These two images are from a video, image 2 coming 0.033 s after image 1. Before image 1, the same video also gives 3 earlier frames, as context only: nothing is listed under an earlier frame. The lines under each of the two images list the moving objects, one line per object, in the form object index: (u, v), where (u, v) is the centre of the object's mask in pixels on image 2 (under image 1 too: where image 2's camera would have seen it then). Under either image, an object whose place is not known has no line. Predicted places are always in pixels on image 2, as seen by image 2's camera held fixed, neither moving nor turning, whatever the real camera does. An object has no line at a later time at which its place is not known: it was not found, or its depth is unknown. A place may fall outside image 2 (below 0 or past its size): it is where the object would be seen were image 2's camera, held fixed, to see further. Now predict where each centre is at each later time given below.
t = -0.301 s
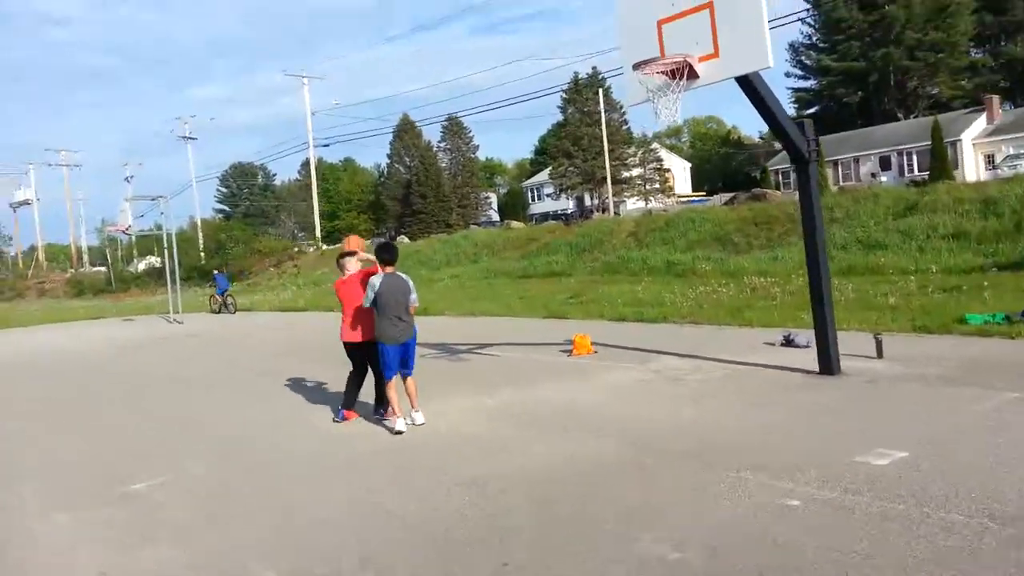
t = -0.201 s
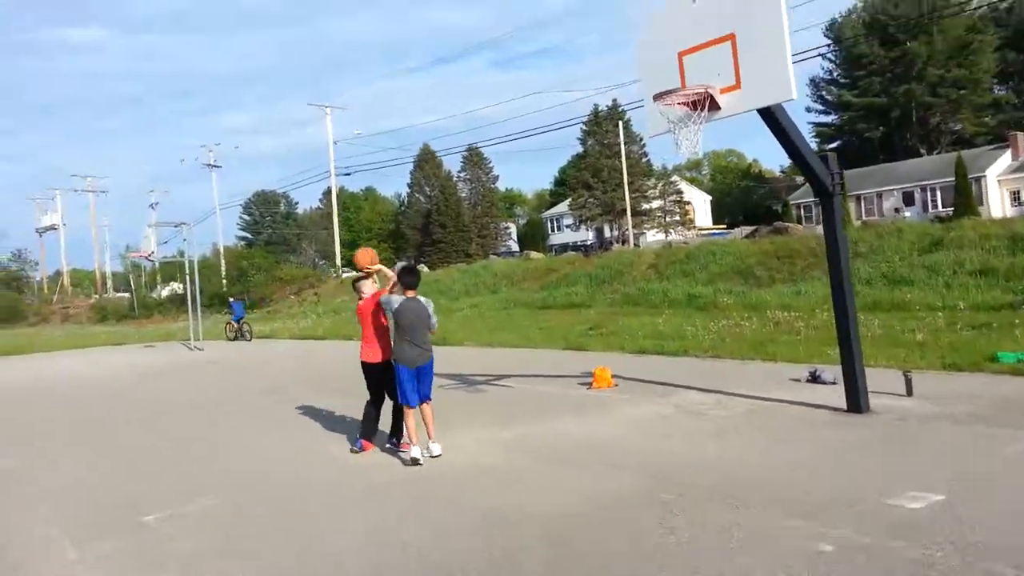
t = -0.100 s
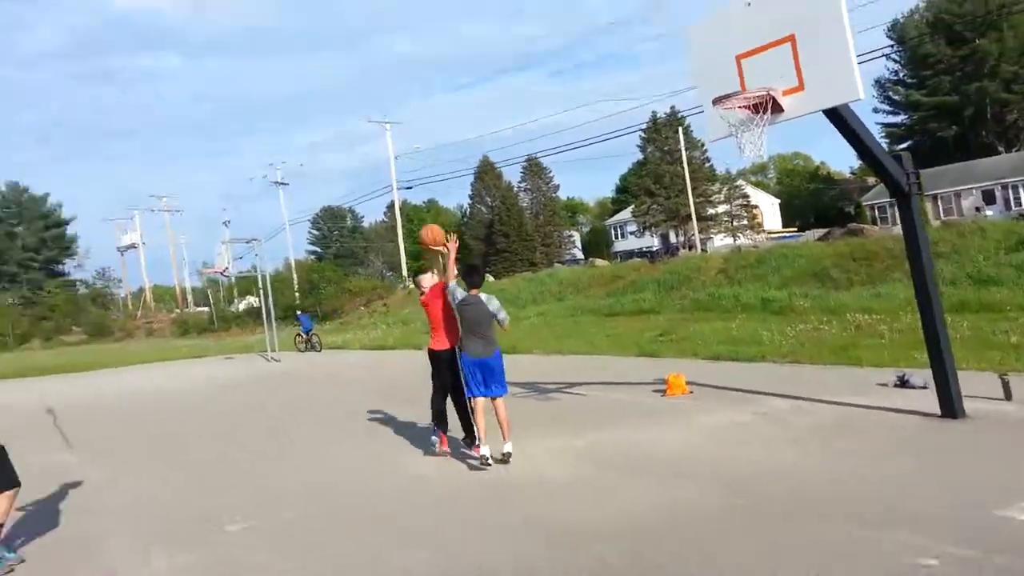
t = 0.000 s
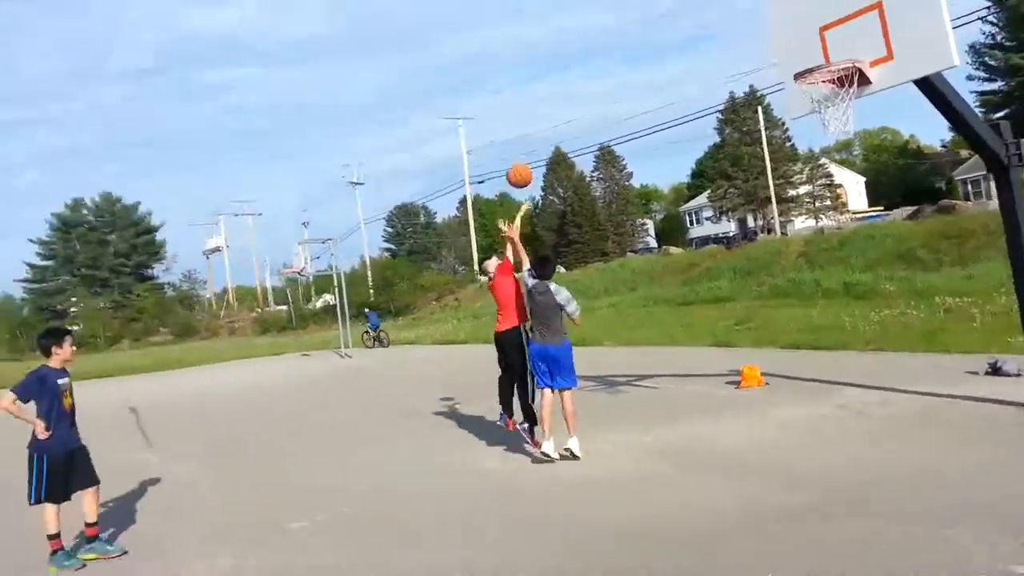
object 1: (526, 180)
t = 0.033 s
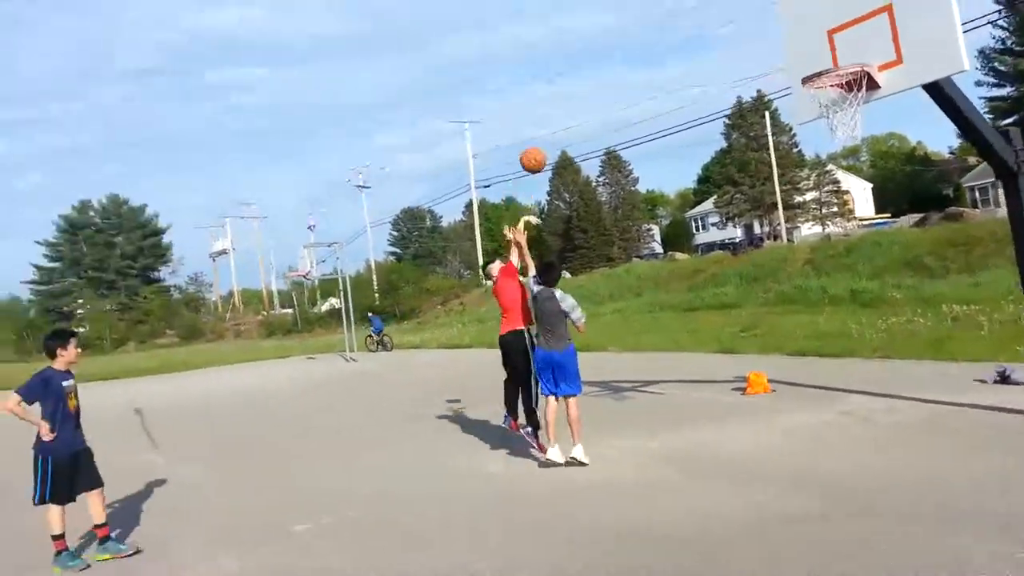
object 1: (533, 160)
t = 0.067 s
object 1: (536, 144)
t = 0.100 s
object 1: (546, 123)
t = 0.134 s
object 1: (559, 108)
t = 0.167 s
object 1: (578, 92)
